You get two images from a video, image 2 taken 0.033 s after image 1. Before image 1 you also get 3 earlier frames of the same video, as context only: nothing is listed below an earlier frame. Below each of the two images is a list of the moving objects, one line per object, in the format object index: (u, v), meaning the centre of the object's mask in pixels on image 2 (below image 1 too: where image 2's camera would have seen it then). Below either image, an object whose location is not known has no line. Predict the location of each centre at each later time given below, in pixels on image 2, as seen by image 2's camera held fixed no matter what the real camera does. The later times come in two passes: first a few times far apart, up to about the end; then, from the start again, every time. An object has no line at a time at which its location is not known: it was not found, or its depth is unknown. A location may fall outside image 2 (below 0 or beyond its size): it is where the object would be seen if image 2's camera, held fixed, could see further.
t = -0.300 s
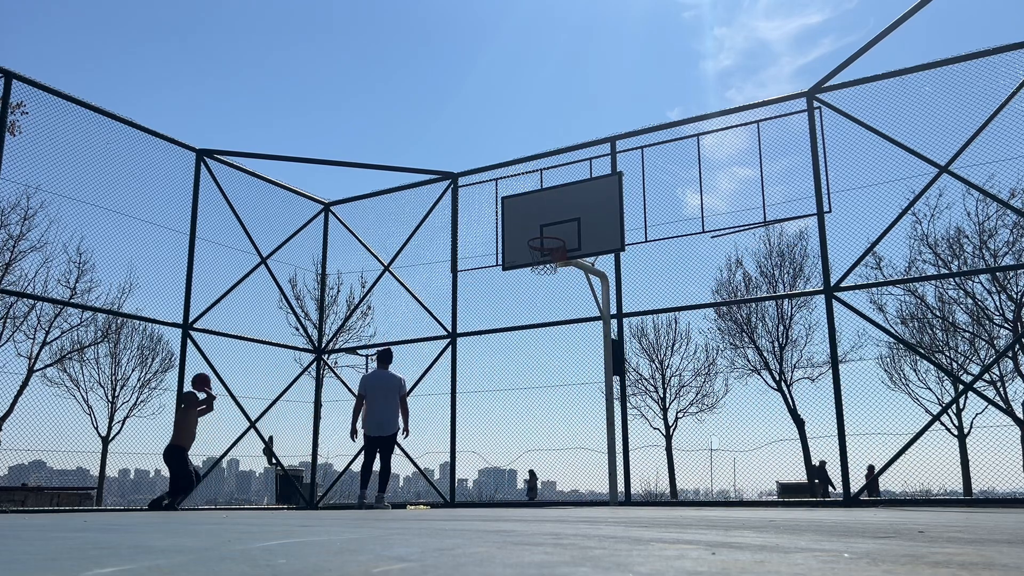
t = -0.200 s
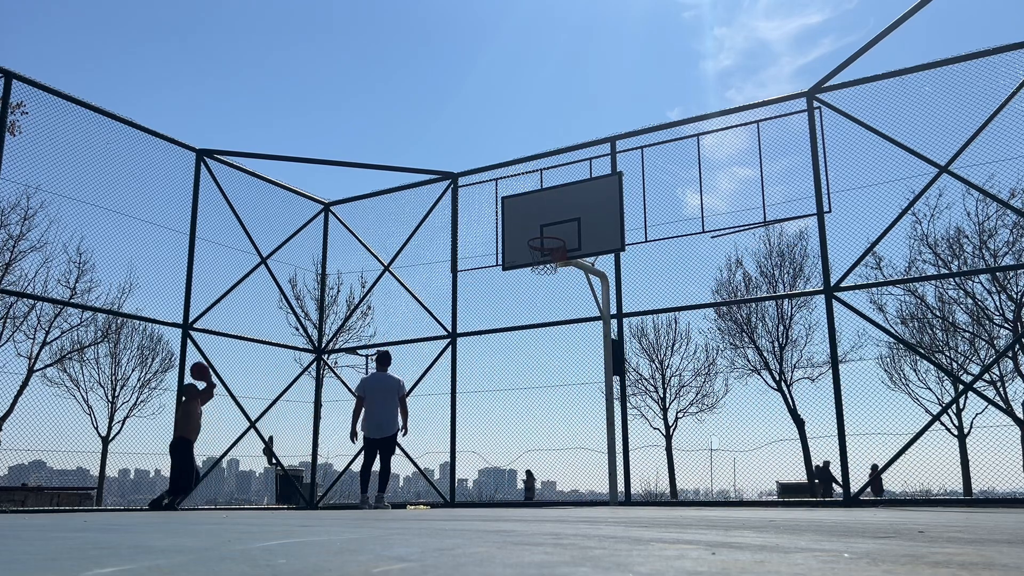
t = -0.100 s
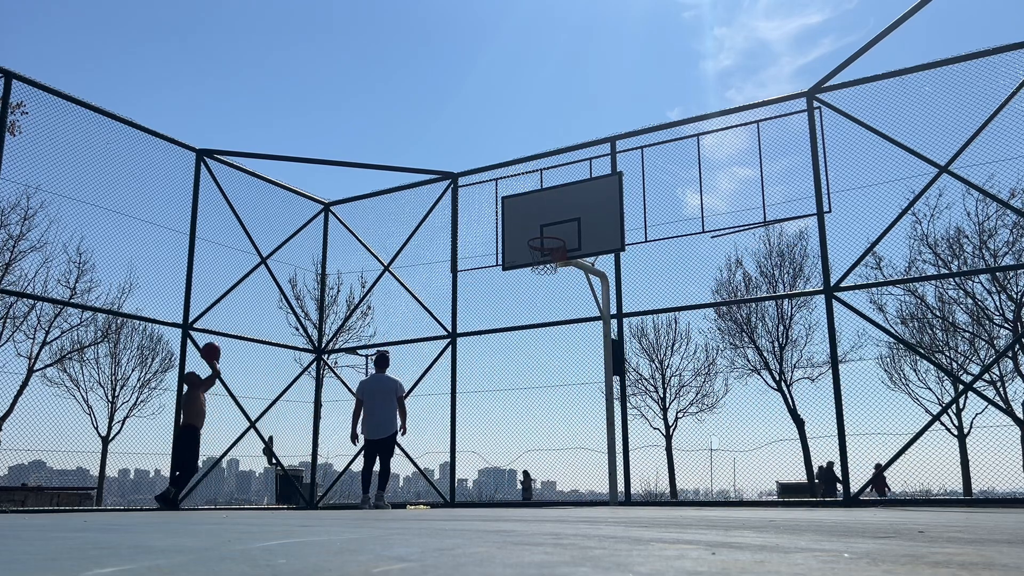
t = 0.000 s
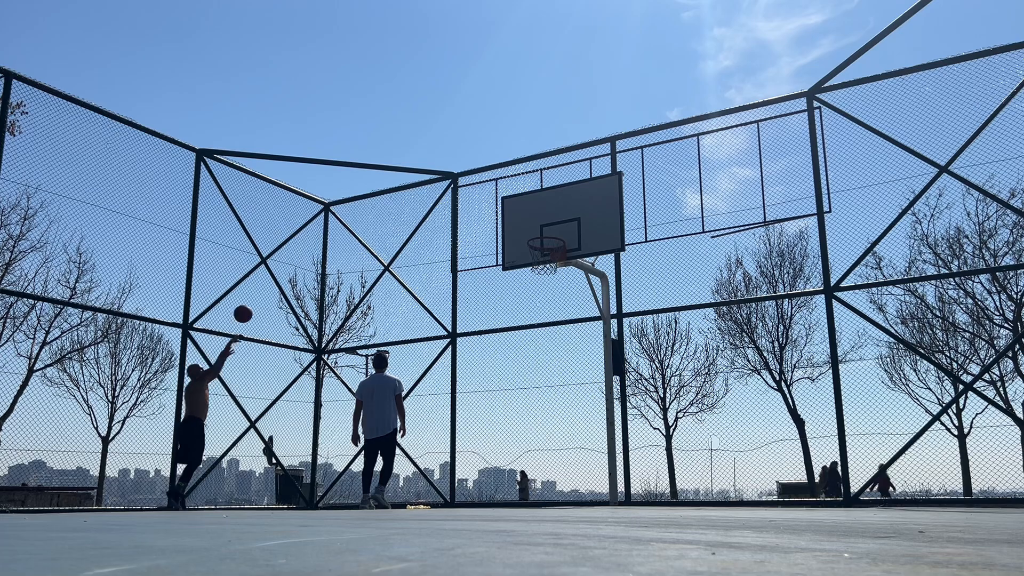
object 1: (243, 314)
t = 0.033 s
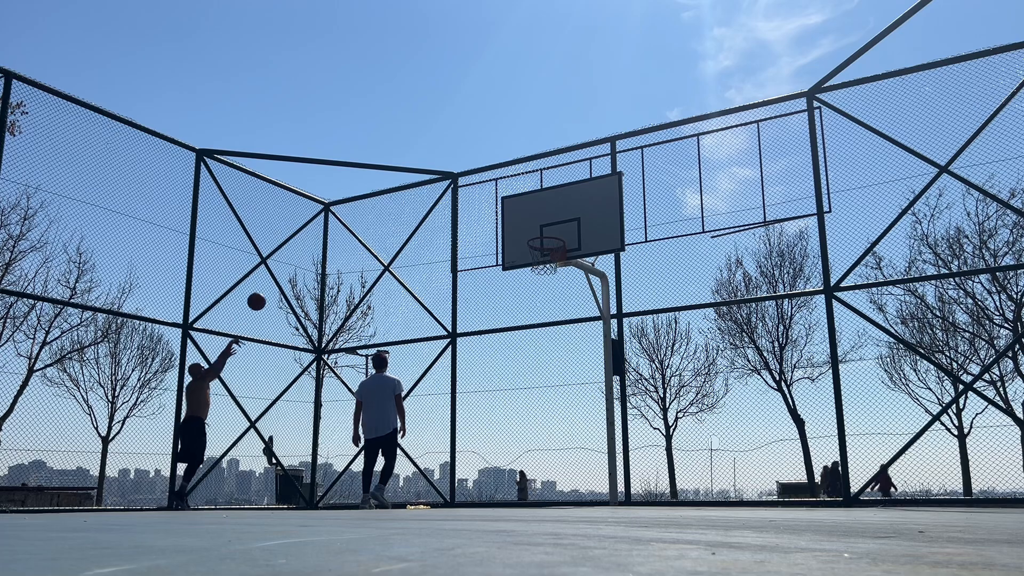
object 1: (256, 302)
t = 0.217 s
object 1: (329, 248)
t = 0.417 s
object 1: (404, 217)
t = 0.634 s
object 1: (484, 212)
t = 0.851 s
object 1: (531, 230)
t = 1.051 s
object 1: (555, 268)
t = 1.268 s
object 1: (575, 333)
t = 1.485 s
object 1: (598, 450)
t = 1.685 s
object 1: (601, 425)
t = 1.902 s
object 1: (594, 344)
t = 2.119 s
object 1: (588, 307)
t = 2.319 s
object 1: (584, 309)
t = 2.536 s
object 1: (580, 355)
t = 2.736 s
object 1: (576, 443)
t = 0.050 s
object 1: (263, 296)
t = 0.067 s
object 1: (269, 290)
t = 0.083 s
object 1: (276, 285)
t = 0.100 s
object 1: (283, 279)
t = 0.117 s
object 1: (290, 274)
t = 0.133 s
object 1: (296, 269)
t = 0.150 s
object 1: (303, 265)
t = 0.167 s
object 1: (309, 260)
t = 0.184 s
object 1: (316, 256)
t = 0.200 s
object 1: (322, 252)
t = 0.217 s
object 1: (329, 248)
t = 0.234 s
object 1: (335, 244)
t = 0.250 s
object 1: (341, 241)
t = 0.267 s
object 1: (347, 238)
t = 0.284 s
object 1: (354, 234)
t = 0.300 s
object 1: (360, 232)
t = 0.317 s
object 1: (367, 229)
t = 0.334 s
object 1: (373, 226)
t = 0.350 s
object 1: (379, 224)
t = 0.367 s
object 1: (385, 222)
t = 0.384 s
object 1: (391, 220)
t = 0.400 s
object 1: (398, 218)
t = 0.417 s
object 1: (404, 217)
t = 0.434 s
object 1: (410, 215)
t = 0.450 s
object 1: (416, 214)
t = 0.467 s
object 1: (422, 213)
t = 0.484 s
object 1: (428, 212)
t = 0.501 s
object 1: (435, 211)
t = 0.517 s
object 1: (441, 211)
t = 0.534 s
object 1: (447, 210)
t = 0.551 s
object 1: (453, 210)
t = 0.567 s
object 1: (462, 210)
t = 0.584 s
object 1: (465, 210)
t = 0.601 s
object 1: (471, 211)
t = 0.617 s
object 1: (478, 211)
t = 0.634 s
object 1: (484, 212)
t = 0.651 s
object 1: (490, 213)
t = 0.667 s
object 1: (496, 214)
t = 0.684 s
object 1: (502, 215)
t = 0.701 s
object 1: (509, 217)
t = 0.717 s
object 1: (515, 218)
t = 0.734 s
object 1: (518, 219)
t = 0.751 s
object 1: (519, 220)
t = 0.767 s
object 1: (521, 221)
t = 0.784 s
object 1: (523, 223)
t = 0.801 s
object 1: (525, 224)
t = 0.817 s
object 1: (527, 226)
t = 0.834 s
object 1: (530, 228)
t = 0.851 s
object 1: (531, 230)
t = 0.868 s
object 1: (534, 232)
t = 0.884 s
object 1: (536, 235)
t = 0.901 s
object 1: (538, 239)
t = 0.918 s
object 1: (540, 241)
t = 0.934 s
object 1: (542, 245)
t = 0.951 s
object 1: (545, 247)
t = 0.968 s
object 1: (547, 252)
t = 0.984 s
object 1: (549, 255)
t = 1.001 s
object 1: (550, 257)
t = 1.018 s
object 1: (553, 258)
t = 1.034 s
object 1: (555, 262)
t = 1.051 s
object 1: (555, 268)
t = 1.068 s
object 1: (556, 271)
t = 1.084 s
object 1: (558, 274)
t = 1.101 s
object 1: (559, 278)
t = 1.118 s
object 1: (561, 283)
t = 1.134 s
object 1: (562, 287)
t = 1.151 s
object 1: (564, 292)
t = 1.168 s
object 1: (565, 297)
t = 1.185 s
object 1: (567, 302)
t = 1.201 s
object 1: (568, 308)
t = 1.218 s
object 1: (570, 313)
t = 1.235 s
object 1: (571, 320)
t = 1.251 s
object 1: (573, 326)
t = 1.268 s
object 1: (575, 333)
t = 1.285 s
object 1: (576, 340)
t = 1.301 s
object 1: (578, 347)
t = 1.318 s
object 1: (580, 355)
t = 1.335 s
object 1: (581, 363)
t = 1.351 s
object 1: (583, 371)
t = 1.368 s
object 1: (585, 379)
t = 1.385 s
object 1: (587, 388)
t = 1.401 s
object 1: (589, 398)
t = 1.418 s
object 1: (591, 407)
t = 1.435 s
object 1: (592, 417)
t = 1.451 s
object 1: (594, 428)
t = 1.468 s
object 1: (596, 438)
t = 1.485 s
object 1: (598, 450)
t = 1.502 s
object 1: (600, 461)
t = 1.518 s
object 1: (602, 473)
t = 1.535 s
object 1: (604, 485)
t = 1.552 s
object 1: (605, 496)
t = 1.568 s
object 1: (605, 489)
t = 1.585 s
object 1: (605, 479)
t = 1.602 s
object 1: (604, 469)
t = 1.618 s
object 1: (603, 460)
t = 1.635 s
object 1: (603, 451)
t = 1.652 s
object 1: (603, 442)
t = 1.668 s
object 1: (602, 433)
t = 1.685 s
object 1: (601, 425)
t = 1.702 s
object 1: (601, 417)
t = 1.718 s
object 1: (600, 409)
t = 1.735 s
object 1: (599, 402)
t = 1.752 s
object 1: (598, 395)
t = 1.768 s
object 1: (598, 389)
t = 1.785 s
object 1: (598, 382)
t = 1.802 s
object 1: (597, 376)
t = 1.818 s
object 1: (596, 370)
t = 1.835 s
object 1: (596, 364)
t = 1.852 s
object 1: (595, 359)
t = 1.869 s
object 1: (595, 353)
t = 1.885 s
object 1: (594, 348)
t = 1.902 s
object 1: (594, 344)
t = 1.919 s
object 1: (593, 339)
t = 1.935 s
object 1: (593, 335)
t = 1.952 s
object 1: (592, 331)
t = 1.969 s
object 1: (592, 328)
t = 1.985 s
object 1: (591, 324)
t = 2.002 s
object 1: (591, 321)
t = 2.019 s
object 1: (590, 318)
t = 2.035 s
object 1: (590, 316)
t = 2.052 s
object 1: (590, 313)
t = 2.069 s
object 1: (589, 311)
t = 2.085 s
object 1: (589, 309)
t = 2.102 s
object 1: (588, 308)
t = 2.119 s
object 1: (588, 307)
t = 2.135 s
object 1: (587, 305)
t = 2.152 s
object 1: (587, 304)
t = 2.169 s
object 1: (587, 304)
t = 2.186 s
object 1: (587, 303)
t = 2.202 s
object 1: (586, 303)
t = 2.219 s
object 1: (586, 303)
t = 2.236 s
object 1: (585, 304)
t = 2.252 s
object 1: (585, 304)
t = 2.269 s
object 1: (585, 305)
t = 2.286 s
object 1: (584, 306)
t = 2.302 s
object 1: (584, 308)
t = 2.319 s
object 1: (584, 309)
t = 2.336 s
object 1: (583, 311)
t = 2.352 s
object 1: (583, 313)
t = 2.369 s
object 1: (582, 316)
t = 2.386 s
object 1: (582, 318)
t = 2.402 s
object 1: (582, 321)
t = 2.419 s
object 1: (582, 325)
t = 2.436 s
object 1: (581, 328)
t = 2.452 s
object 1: (581, 332)
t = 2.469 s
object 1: (581, 336)
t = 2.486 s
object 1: (581, 340)
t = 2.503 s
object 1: (580, 345)
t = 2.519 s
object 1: (580, 350)
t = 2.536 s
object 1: (580, 355)
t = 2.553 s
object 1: (580, 361)
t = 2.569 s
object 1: (579, 367)
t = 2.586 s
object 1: (579, 373)
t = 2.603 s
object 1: (579, 379)
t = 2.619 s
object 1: (579, 386)
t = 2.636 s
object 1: (578, 393)
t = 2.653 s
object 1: (578, 401)
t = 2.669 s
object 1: (578, 409)
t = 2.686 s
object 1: (577, 417)
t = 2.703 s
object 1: (577, 425)
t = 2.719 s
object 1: (577, 434)
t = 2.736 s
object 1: (576, 443)
